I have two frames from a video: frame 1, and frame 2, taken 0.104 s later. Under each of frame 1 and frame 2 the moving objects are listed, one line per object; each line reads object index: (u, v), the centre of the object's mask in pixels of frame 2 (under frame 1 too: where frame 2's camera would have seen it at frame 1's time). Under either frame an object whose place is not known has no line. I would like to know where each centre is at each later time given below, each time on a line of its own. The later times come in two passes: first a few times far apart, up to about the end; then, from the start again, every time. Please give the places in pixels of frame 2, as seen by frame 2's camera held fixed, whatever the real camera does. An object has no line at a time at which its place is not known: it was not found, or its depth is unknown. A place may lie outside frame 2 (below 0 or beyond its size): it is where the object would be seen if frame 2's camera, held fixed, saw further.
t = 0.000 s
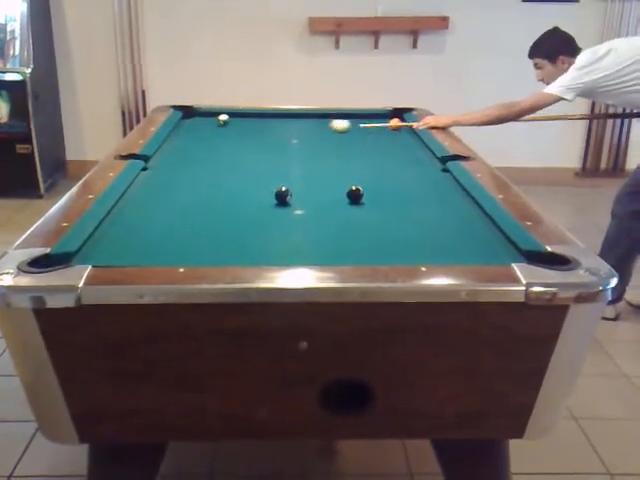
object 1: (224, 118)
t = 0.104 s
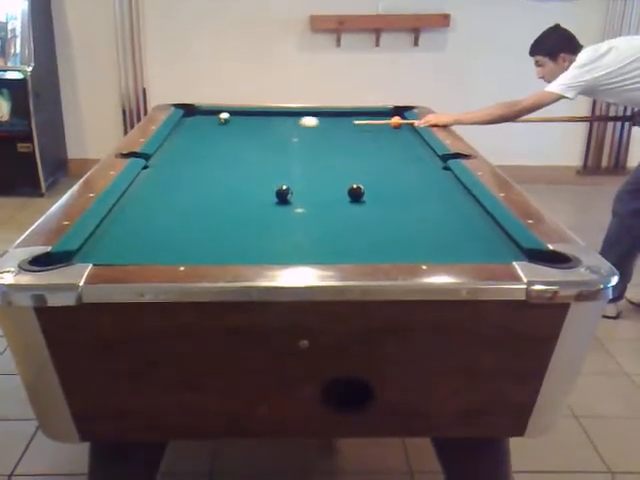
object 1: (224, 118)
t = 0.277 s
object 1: (223, 118)
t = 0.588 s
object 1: (207, 113)
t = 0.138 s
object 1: (224, 118)
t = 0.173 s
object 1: (224, 118)
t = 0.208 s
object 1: (224, 118)
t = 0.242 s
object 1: (223, 118)
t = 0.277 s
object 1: (223, 118)
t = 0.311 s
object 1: (223, 118)
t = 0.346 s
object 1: (223, 118)
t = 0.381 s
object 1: (223, 118)
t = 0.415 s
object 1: (221, 116)
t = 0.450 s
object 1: (217, 115)
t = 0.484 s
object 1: (214, 114)
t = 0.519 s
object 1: (211, 112)
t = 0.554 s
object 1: (210, 112)
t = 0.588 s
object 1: (207, 113)
